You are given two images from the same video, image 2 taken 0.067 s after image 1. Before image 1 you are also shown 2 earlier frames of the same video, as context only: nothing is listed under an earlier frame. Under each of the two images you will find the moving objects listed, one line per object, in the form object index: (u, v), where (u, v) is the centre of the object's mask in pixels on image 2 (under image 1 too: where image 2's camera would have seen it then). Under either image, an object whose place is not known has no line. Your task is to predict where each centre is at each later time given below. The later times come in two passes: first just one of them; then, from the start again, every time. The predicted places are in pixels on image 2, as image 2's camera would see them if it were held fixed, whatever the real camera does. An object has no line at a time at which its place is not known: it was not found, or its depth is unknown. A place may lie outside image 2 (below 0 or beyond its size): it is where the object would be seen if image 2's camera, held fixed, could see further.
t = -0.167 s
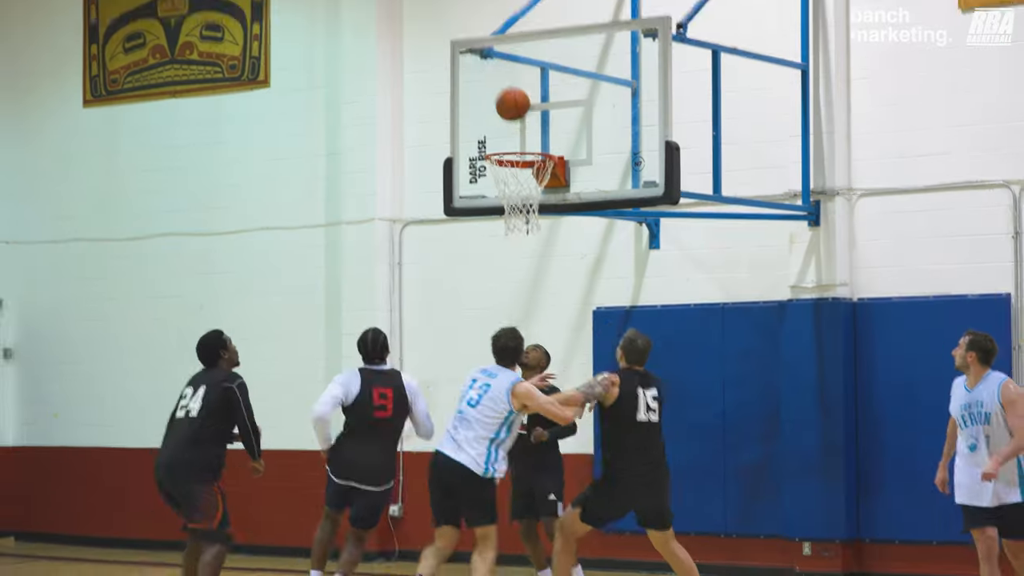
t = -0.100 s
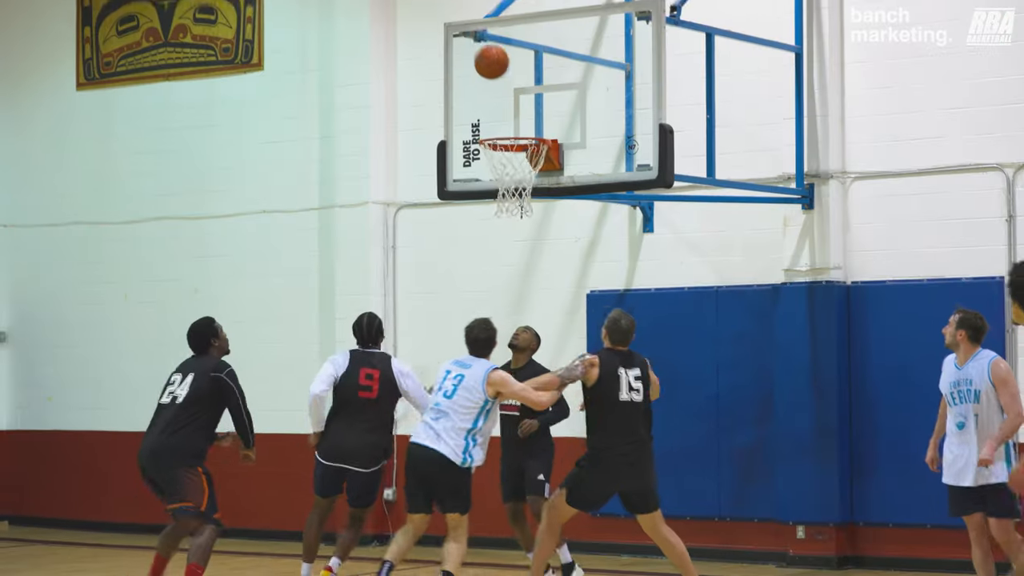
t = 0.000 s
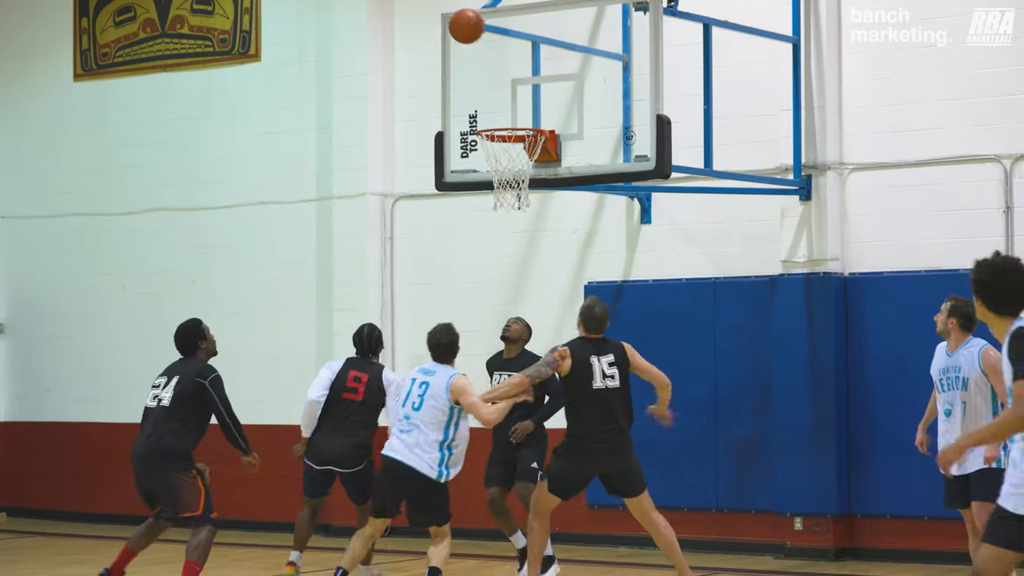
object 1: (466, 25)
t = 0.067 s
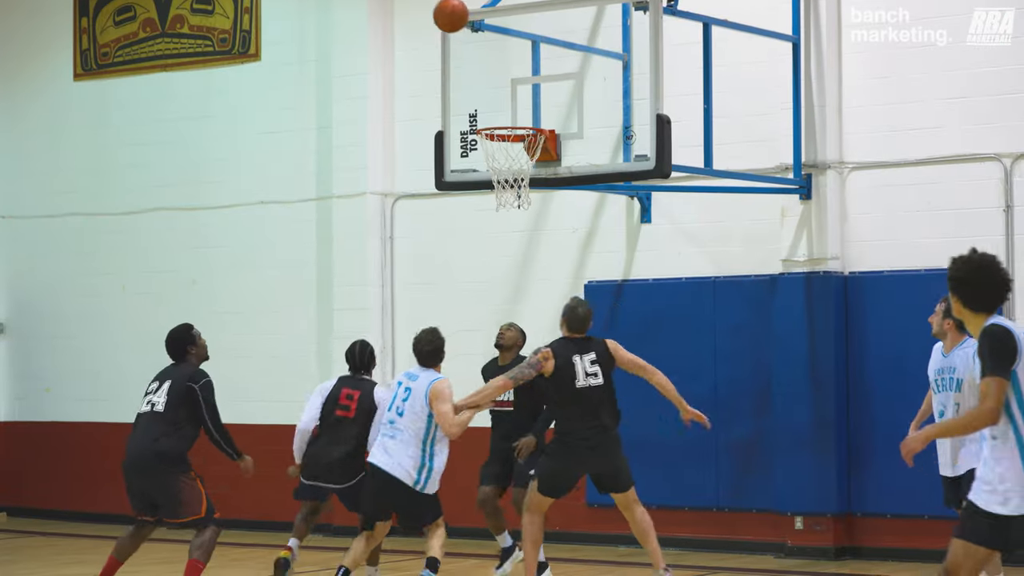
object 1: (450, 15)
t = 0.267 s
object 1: (402, 21)
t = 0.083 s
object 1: (447, 14)
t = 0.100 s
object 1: (443, 14)
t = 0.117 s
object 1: (439, 13)
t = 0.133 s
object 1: (435, 13)
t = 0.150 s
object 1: (431, 13)
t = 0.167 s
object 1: (427, 13)
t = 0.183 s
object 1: (423, 14)
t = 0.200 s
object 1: (419, 14)
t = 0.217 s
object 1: (414, 15)
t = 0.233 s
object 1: (410, 16)
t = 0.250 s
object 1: (406, 18)
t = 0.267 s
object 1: (402, 21)
